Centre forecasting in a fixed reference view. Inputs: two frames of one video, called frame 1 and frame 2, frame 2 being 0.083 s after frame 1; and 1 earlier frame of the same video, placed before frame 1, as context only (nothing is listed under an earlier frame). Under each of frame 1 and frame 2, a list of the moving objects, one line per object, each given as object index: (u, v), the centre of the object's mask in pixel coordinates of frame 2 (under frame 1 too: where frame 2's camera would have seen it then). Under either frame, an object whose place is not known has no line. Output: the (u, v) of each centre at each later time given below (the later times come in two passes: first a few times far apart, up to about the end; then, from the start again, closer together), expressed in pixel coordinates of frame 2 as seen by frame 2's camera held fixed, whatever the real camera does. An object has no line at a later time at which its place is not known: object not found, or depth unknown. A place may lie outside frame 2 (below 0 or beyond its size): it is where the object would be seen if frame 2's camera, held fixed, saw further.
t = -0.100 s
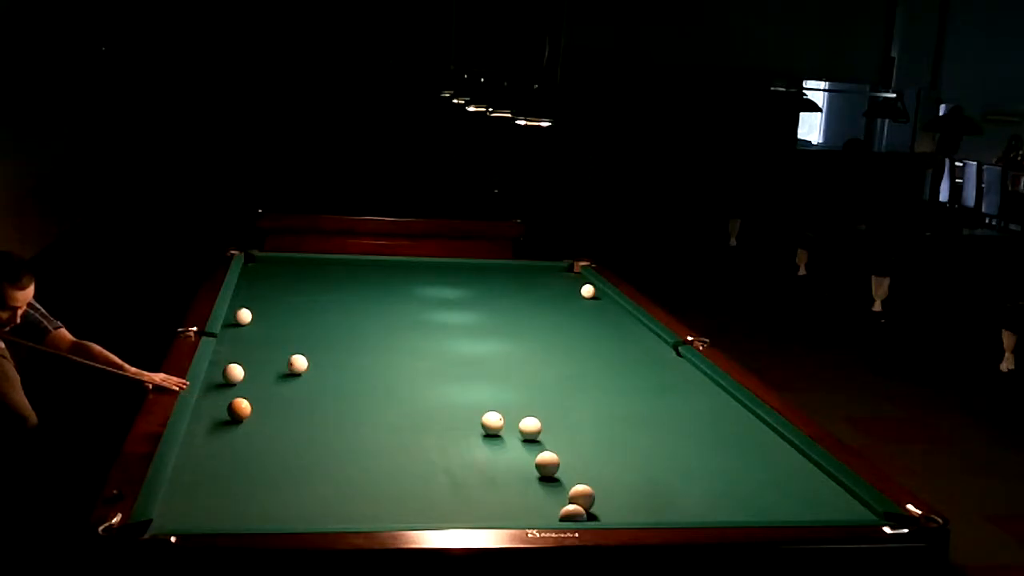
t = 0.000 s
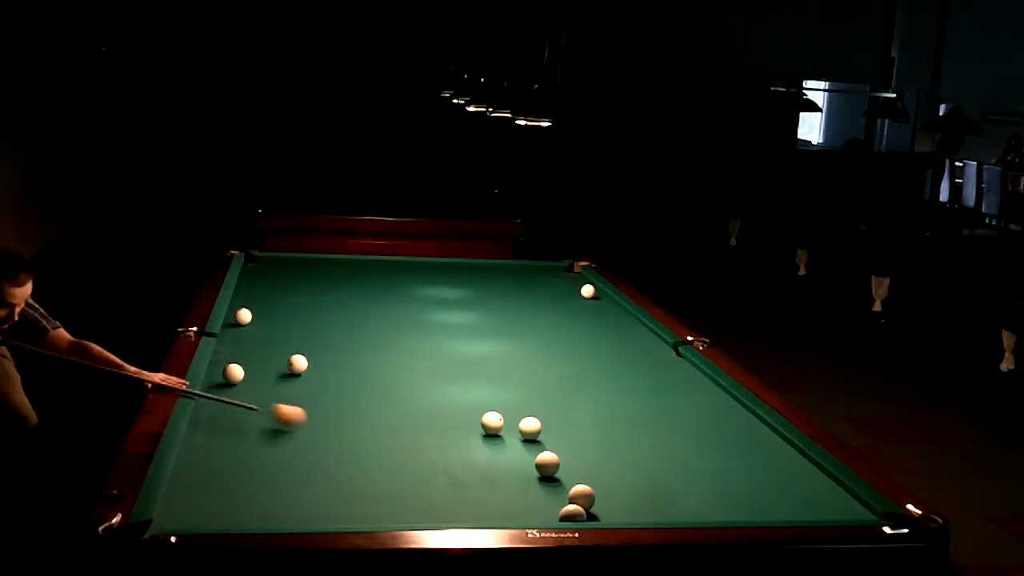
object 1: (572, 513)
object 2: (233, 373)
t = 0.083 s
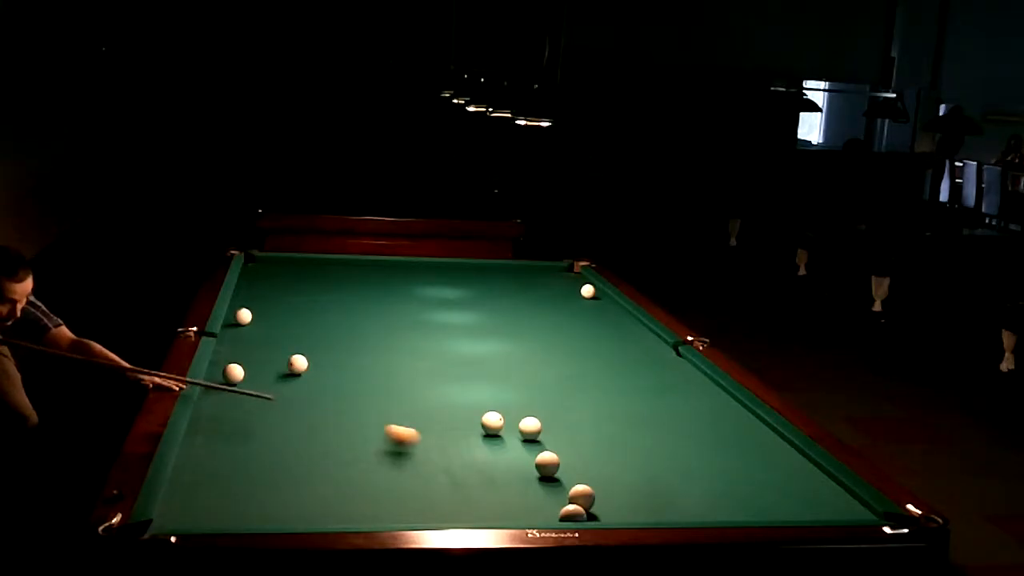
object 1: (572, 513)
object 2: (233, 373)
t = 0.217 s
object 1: (572, 513)
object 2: (233, 373)
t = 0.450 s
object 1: (572, 513)
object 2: (233, 373)
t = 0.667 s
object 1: (572, 513)
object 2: (233, 373)
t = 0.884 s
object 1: (568, 514)
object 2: (234, 373)
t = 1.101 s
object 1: (561, 512)
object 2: (233, 373)
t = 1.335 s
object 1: (557, 511)
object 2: (233, 373)
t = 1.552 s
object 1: (554, 510)
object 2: (233, 373)
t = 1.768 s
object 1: (552, 510)
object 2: (233, 373)
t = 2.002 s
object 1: (550, 509)
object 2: (233, 373)
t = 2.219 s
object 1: (550, 509)
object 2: (233, 373)
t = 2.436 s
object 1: (550, 509)
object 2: (233, 373)
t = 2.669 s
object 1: (550, 509)
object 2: (233, 373)
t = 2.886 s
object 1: (550, 509)
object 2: (230, 367)
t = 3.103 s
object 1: (550, 509)
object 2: (227, 365)
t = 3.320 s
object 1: (550, 509)
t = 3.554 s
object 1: (550, 509)
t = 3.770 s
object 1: (551, 509)
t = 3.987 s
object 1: (551, 509)
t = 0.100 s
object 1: (572, 513)
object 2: (233, 373)
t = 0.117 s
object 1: (572, 513)
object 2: (233, 373)
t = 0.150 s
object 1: (572, 513)
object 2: (233, 373)
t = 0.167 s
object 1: (572, 513)
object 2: (233, 373)
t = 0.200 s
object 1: (572, 513)
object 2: (233, 373)
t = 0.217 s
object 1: (572, 513)
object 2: (233, 373)
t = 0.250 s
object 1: (572, 513)
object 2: (233, 373)
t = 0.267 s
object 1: (572, 513)
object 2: (233, 373)
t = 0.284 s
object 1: (572, 513)
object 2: (233, 373)
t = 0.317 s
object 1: (572, 513)
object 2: (233, 373)
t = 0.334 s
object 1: (572, 513)
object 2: (233, 373)
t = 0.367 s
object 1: (572, 513)
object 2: (233, 373)
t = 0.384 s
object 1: (572, 514)
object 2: (233, 373)
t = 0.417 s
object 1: (572, 514)
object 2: (233, 373)
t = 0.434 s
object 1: (572, 513)
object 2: (233, 373)
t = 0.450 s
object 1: (572, 513)
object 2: (233, 373)
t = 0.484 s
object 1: (572, 513)
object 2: (233, 373)
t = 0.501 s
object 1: (571, 513)
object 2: (233, 373)
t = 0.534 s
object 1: (572, 513)
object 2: (233, 373)
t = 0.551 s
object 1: (572, 513)
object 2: (233, 373)
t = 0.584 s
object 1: (571, 513)
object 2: (233, 373)
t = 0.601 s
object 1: (572, 513)
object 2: (233, 373)
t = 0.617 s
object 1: (572, 514)
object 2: (233, 373)
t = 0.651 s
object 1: (572, 513)
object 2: (233, 373)
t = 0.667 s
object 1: (572, 513)
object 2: (233, 373)
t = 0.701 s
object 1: (571, 513)
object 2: (233, 373)
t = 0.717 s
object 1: (572, 514)
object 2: (233, 373)
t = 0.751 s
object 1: (571, 514)
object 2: (233, 372)
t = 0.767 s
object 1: (571, 514)
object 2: (234, 372)
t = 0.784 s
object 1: (570, 514)
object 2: (234, 371)
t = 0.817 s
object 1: (569, 514)
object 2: (233, 373)
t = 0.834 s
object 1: (568, 514)
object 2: (233, 373)
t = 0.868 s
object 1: (568, 514)
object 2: (233, 374)
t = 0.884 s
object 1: (568, 514)
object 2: (234, 373)
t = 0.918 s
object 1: (566, 514)
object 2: (233, 373)
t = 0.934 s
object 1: (566, 513)
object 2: (233, 373)
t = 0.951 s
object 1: (565, 513)
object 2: (234, 373)
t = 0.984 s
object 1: (564, 513)
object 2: (233, 373)
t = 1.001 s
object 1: (564, 513)
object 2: (234, 373)
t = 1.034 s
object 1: (563, 513)
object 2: (234, 373)
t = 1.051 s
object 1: (563, 513)
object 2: (233, 373)
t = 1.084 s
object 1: (562, 513)
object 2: (233, 373)
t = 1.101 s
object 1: (561, 512)
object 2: (233, 373)
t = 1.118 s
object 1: (561, 512)
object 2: (234, 373)
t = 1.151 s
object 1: (561, 512)
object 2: (233, 373)
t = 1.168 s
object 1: (560, 512)
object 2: (233, 373)
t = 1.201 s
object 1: (559, 512)
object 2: (233, 373)
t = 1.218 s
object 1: (559, 512)
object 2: (233, 373)
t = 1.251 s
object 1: (558, 512)
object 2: (233, 373)
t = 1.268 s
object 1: (558, 511)
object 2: (233, 373)
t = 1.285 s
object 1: (558, 511)
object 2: (233, 373)
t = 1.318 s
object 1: (557, 511)
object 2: (233, 373)
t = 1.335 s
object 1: (557, 511)
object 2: (233, 373)
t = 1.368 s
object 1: (556, 511)
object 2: (233, 373)
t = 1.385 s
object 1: (556, 511)
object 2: (233, 373)
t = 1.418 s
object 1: (556, 511)
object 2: (233, 373)
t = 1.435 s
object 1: (555, 511)
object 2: (233, 373)
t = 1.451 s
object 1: (555, 511)
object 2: (233, 373)
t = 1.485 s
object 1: (555, 511)
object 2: (233, 373)
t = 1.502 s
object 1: (554, 511)
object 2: (233, 373)
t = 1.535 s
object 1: (554, 510)
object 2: (233, 373)
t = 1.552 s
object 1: (554, 510)
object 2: (233, 373)
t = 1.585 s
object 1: (554, 510)
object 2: (233, 373)
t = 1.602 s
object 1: (553, 510)
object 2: (233, 373)
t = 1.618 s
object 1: (553, 510)
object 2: (233, 373)
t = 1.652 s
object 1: (552, 510)
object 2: (233, 373)
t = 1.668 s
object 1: (552, 510)
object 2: (233, 373)
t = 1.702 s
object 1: (552, 510)
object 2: (233, 373)
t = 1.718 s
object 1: (552, 510)
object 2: (233, 373)
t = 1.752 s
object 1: (552, 510)
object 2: (233, 373)
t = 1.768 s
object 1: (552, 510)
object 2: (233, 373)
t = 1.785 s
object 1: (551, 510)
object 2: (233, 373)
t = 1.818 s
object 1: (551, 510)
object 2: (233, 373)
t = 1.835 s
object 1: (551, 509)
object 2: (233, 373)
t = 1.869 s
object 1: (551, 509)
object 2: (233, 373)
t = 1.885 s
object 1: (551, 509)
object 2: (233, 373)
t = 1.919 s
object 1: (551, 509)
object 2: (233, 373)
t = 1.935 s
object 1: (551, 509)
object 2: (233, 373)
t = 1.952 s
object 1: (551, 509)
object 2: (233, 373)
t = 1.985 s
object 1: (550, 509)
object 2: (233, 373)
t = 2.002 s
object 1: (550, 509)
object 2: (233, 373)
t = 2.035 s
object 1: (550, 509)
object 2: (233, 373)
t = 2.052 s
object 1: (550, 509)
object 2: (233, 373)
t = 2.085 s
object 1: (550, 509)
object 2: (233, 373)
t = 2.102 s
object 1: (550, 509)
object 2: (233, 373)
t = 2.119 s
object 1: (550, 509)
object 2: (233, 373)
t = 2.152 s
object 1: (550, 509)
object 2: (233, 373)
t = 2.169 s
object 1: (550, 509)
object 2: (233, 373)
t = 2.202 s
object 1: (550, 509)
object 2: (233, 373)
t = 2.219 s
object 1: (550, 509)
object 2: (233, 373)
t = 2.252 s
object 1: (550, 509)
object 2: (233, 373)
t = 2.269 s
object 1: (550, 509)
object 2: (233, 373)
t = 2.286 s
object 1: (550, 509)
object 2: (233, 373)
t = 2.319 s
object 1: (550, 509)
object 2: (233, 373)
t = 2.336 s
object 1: (550, 509)
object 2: (233, 373)
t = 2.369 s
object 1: (550, 509)
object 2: (233, 373)
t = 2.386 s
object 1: (550, 509)
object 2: (233, 373)
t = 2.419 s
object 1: (550, 509)
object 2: (233, 373)
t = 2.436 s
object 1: (550, 509)
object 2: (233, 373)
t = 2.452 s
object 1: (550, 509)
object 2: (233, 373)
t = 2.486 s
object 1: (550, 509)
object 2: (233, 373)
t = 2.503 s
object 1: (550, 509)
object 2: (233, 373)
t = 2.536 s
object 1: (550, 509)
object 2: (233, 373)
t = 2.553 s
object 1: (550, 509)
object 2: (233, 373)
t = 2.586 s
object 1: (550, 509)
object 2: (233, 373)
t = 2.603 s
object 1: (550, 509)
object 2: (233, 373)
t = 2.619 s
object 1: (550, 509)
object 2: (233, 373)
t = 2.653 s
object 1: (550, 509)
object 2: (233, 373)
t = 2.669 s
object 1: (550, 509)
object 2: (233, 373)
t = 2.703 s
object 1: (550, 509)
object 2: (233, 373)
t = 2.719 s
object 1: (550, 509)
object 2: (233, 373)
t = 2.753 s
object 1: (550, 509)
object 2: (232, 372)
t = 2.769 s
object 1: (550, 509)
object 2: (231, 372)
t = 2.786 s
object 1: (550, 509)
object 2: (231, 371)
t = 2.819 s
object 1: (550, 509)
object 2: (230, 370)
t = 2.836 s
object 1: (550, 509)
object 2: (230, 369)
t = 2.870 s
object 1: (550, 509)
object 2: (230, 367)
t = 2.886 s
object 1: (550, 509)
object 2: (230, 367)
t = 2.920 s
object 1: (550, 509)
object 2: (231, 366)
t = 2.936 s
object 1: (550, 509)
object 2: (231, 366)
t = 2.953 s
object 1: (550, 509)
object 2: (231, 366)
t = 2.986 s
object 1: (550, 509)
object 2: (231, 366)
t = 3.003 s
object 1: (550, 509)
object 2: (230, 365)
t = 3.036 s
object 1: (550, 509)
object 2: (229, 365)
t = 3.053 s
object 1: (550, 509)
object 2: (229, 365)
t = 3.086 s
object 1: (550, 509)
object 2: (228, 365)
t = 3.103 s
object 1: (550, 509)
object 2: (227, 365)
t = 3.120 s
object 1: (550, 509)
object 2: (227, 364)
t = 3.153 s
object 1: (550, 509)
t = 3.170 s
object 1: (550, 509)
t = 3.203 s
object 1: (550, 509)
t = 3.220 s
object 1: (550, 509)
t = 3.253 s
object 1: (550, 509)
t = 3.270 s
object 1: (550, 509)
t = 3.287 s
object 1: (550, 509)
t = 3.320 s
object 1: (550, 509)
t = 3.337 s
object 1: (550, 509)
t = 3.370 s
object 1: (550, 509)
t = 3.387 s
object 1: (550, 509)
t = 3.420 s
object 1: (550, 509)
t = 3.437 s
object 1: (550, 509)
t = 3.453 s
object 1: (550, 509)
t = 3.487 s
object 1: (550, 509)
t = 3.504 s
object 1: (550, 509)
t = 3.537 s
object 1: (550, 509)
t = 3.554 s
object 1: (550, 509)
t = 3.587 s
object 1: (550, 509)
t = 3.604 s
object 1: (550, 509)
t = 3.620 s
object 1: (550, 509)
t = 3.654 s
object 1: (550, 509)
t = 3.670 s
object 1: (550, 509)
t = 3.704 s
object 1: (551, 509)
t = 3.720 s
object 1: (550, 509)
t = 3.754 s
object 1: (551, 509)
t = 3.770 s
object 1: (551, 509)
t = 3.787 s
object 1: (551, 509)
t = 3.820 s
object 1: (551, 509)
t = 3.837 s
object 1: (551, 509)
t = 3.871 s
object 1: (551, 509)
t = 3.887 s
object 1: (551, 509)
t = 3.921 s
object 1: (551, 509)
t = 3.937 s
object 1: (551, 509)
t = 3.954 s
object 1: (551, 509)
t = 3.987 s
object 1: (551, 509)
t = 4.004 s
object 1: (551, 509)
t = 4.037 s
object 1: (551, 509)
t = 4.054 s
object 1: (553, 509)
